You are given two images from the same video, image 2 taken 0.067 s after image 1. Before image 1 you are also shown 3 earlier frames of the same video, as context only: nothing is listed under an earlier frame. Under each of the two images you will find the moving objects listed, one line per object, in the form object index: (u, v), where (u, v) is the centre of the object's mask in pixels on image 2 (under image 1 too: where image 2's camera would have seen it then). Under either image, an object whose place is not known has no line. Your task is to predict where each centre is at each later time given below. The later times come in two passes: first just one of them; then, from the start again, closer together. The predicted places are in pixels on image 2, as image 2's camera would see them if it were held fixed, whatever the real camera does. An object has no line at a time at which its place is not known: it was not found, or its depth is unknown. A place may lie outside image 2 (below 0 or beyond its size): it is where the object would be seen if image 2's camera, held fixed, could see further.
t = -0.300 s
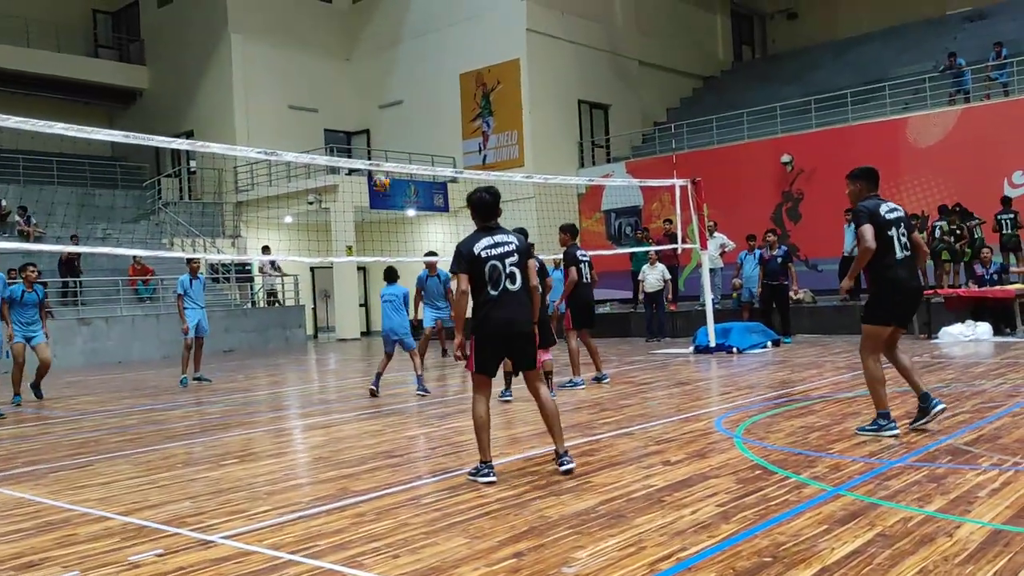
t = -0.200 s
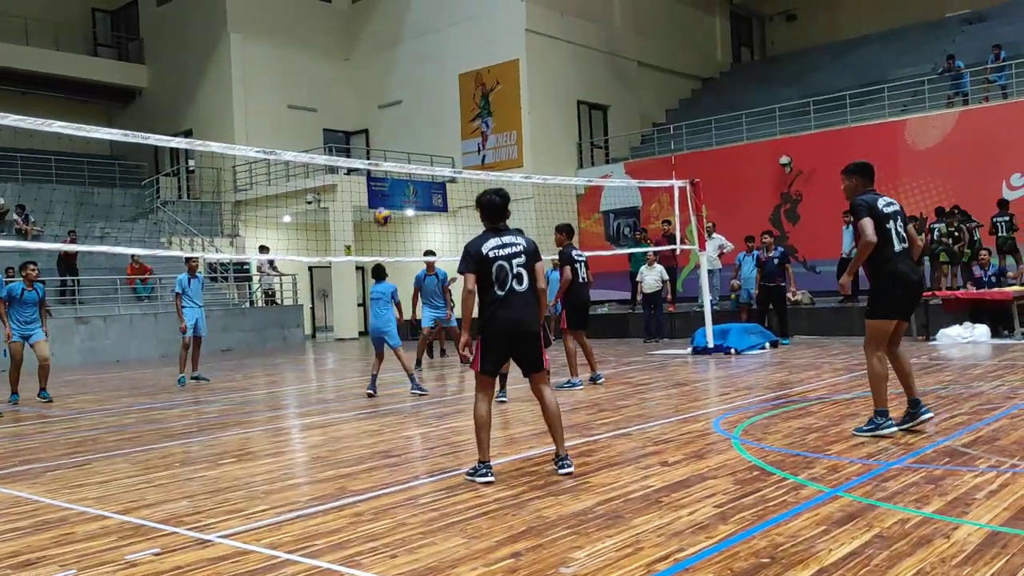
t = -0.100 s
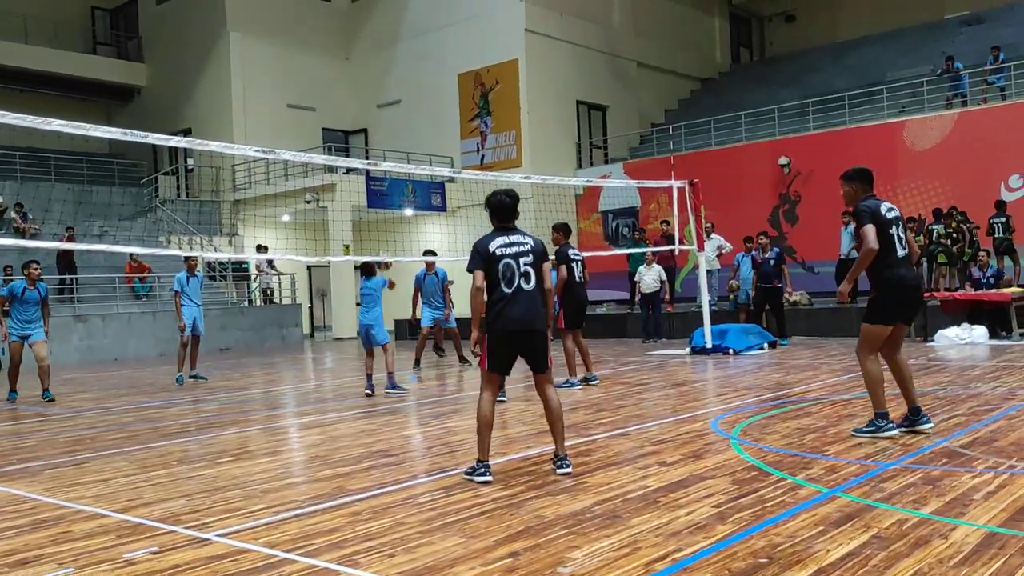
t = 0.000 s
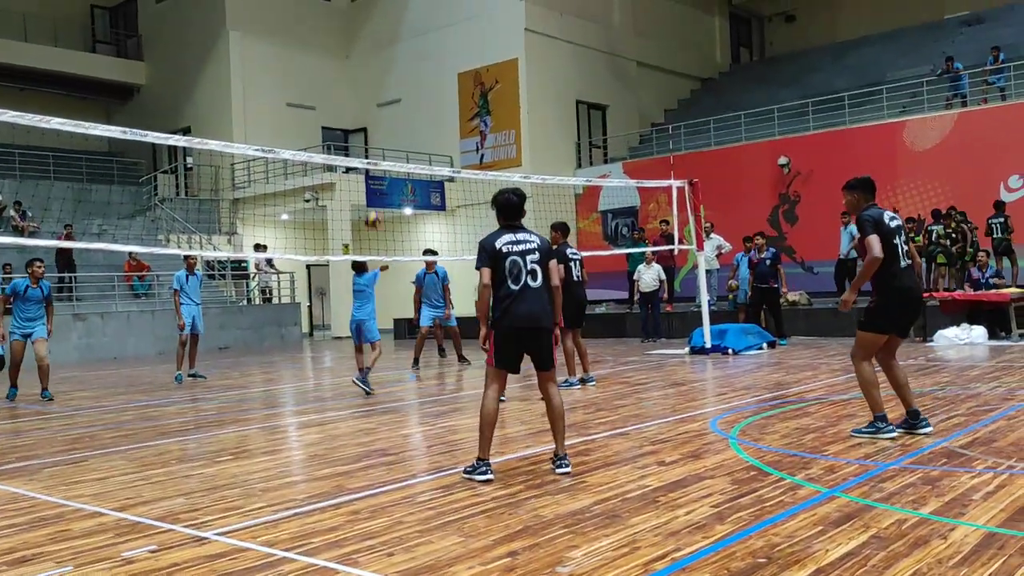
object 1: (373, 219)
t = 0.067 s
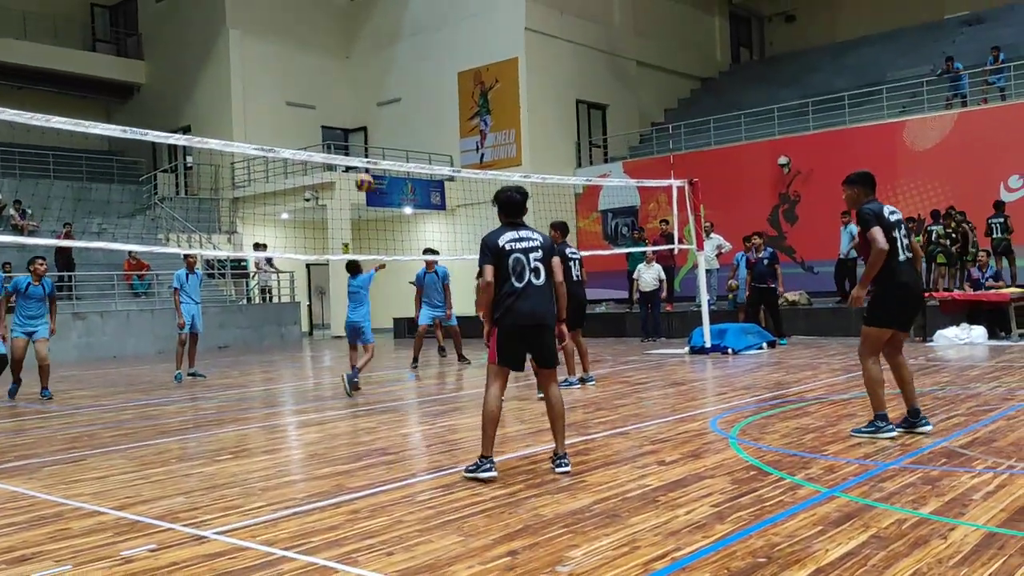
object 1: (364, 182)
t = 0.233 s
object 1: (345, 107)
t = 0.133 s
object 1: (357, 148)
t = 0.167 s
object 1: (352, 133)
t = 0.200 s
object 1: (349, 120)
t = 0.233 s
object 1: (345, 107)
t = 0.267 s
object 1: (341, 95)
